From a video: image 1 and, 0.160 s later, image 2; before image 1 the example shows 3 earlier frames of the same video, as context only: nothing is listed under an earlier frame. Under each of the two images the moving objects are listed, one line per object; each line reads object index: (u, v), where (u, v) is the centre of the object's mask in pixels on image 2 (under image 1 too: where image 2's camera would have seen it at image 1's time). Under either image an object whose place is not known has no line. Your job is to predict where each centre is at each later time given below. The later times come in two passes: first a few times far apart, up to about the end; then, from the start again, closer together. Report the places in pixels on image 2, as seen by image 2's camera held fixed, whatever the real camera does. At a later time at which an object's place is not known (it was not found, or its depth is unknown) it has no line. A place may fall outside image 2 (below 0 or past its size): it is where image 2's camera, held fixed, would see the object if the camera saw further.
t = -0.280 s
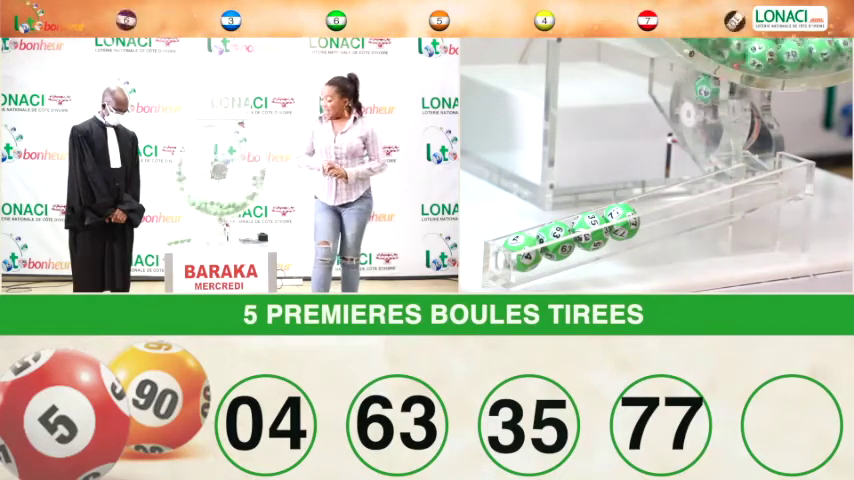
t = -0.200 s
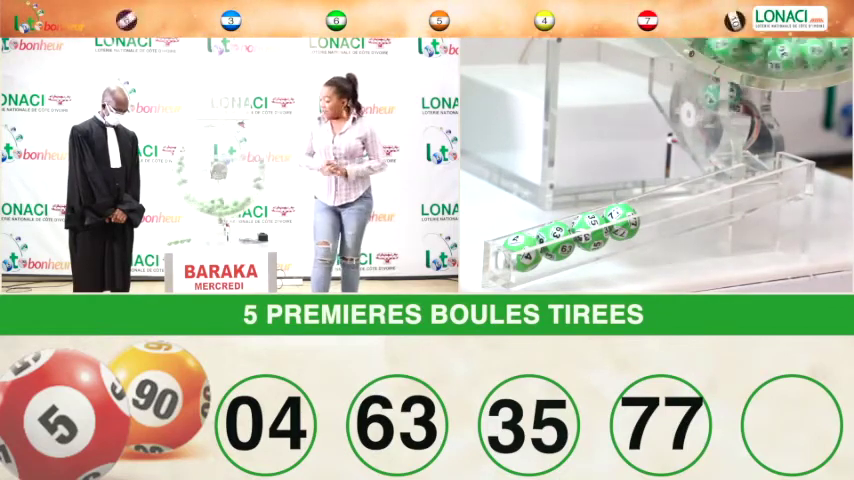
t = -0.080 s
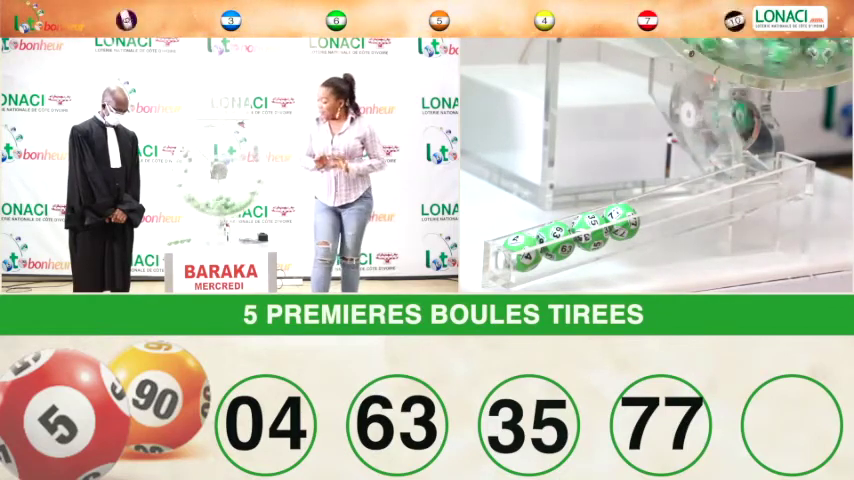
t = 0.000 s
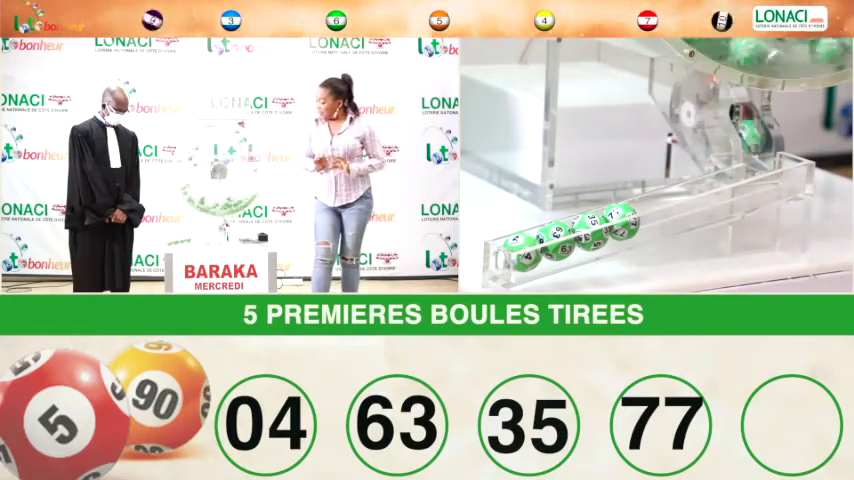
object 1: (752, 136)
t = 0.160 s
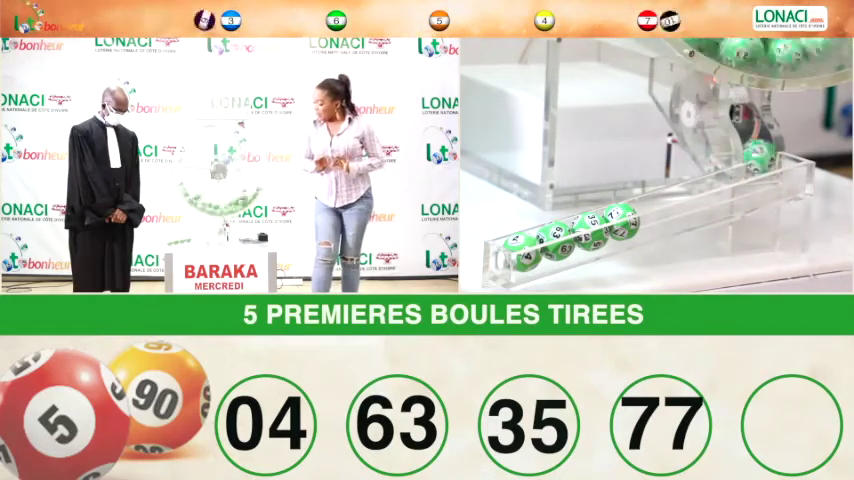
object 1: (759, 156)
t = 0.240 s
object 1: (759, 156)
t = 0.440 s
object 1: (767, 174)
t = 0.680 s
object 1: (759, 179)
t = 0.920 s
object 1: (723, 191)
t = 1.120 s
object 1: (660, 210)
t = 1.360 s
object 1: (652, 211)
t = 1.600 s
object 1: (652, 211)
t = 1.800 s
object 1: (652, 211)
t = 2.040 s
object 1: (652, 212)
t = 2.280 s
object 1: (652, 212)
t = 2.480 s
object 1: (652, 212)
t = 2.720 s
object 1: (652, 212)
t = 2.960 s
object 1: (652, 212)
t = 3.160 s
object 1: (652, 212)
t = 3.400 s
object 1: (652, 212)
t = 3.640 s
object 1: (652, 212)
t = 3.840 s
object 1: (652, 212)
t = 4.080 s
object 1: (652, 212)
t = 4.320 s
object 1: (652, 212)
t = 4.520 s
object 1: (652, 212)
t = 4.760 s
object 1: (652, 212)
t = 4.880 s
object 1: (652, 212)
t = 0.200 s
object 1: (760, 153)
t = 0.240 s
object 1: (759, 156)
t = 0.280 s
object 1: (760, 158)
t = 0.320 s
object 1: (765, 166)
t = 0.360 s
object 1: (772, 174)
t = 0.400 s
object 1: (767, 170)
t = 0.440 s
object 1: (767, 174)
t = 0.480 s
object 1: (767, 177)
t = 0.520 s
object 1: (765, 177)
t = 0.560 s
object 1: (765, 178)
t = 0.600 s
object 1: (764, 177)
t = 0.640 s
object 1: (761, 179)
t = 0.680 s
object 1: (759, 179)
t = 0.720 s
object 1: (757, 182)
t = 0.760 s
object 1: (752, 183)
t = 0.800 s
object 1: (746, 184)
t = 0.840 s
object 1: (740, 186)
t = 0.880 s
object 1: (731, 188)
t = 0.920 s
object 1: (723, 191)
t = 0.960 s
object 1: (712, 193)
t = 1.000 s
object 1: (702, 197)
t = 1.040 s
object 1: (690, 201)
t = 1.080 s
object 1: (675, 205)
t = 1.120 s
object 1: (660, 210)
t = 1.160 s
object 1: (653, 212)
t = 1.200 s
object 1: (655, 210)
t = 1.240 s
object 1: (655, 211)
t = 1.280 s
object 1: (653, 211)
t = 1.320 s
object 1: (652, 212)
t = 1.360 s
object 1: (652, 211)
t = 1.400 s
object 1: (652, 211)
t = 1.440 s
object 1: (652, 211)
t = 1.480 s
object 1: (652, 211)
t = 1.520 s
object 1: (652, 211)
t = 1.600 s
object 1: (652, 211)
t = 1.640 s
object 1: (652, 211)
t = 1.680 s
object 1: (652, 211)
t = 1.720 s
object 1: (652, 212)
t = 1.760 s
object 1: (652, 211)
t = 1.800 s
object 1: (652, 211)
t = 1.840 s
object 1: (652, 211)
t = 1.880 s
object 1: (652, 212)
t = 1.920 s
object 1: (652, 211)
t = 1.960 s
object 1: (652, 212)
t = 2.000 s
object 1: (652, 211)
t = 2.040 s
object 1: (652, 212)
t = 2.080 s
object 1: (652, 211)
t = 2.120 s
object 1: (652, 211)
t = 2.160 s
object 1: (652, 211)
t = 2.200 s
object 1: (652, 212)
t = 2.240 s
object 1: (652, 212)
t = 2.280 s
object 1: (652, 212)
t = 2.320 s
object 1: (652, 212)
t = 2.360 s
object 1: (652, 212)
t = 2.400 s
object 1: (652, 212)
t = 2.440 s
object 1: (652, 212)
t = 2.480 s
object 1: (652, 212)
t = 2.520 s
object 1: (652, 212)
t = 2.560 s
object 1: (652, 212)
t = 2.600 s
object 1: (652, 212)
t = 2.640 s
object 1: (652, 212)
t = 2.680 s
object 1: (652, 212)
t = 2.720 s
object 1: (652, 212)
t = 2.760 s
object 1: (652, 212)
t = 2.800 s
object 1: (652, 212)
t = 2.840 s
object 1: (652, 212)
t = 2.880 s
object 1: (652, 212)
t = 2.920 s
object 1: (652, 212)
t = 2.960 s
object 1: (652, 212)
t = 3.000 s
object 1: (652, 212)
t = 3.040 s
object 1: (652, 212)
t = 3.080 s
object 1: (652, 212)
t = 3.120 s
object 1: (652, 212)
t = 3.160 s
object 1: (652, 212)
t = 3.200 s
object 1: (652, 212)
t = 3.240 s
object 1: (652, 212)
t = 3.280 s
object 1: (652, 212)
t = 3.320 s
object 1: (652, 212)
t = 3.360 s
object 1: (652, 212)
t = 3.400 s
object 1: (652, 212)
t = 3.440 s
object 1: (652, 212)
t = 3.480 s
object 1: (652, 212)
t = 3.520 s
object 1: (652, 212)
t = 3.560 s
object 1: (652, 212)
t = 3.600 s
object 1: (652, 212)
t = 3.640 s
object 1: (652, 212)
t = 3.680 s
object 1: (652, 212)
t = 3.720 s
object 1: (652, 212)
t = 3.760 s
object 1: (652, 212)
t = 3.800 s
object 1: (652, 212)
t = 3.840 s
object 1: (652, 212)
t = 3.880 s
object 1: (652, 212)
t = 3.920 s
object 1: (652, 212)
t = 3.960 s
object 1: (652, 212)
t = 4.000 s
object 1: (652, 212)
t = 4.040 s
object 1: (652, 212)
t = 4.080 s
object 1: (652, 212)
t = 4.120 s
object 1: (652, 212)
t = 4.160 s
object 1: (652, 212)
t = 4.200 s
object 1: (652, 212)
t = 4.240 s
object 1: (652, 212)
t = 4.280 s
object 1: (652, 212)
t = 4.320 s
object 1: (652, 212)
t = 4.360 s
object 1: (652, 212)
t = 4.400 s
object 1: (652, 212)
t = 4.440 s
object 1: (652, 212)
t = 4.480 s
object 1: (652, 212)
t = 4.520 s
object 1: (652, 212)
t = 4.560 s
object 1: (652, 212)
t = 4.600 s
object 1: (652, 212)
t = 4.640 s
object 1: (652, 212)
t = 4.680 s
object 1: (652, 212)
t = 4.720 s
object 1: (652, 212)
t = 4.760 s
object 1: (652, 212)
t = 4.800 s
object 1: (652, 212)
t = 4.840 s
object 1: (652, 212)
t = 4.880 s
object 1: (652, 212)
